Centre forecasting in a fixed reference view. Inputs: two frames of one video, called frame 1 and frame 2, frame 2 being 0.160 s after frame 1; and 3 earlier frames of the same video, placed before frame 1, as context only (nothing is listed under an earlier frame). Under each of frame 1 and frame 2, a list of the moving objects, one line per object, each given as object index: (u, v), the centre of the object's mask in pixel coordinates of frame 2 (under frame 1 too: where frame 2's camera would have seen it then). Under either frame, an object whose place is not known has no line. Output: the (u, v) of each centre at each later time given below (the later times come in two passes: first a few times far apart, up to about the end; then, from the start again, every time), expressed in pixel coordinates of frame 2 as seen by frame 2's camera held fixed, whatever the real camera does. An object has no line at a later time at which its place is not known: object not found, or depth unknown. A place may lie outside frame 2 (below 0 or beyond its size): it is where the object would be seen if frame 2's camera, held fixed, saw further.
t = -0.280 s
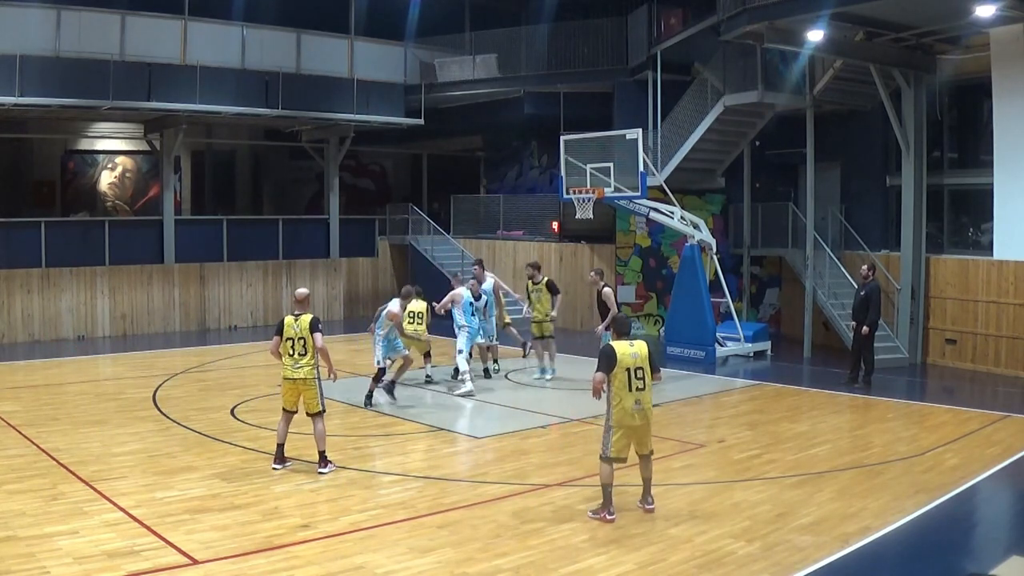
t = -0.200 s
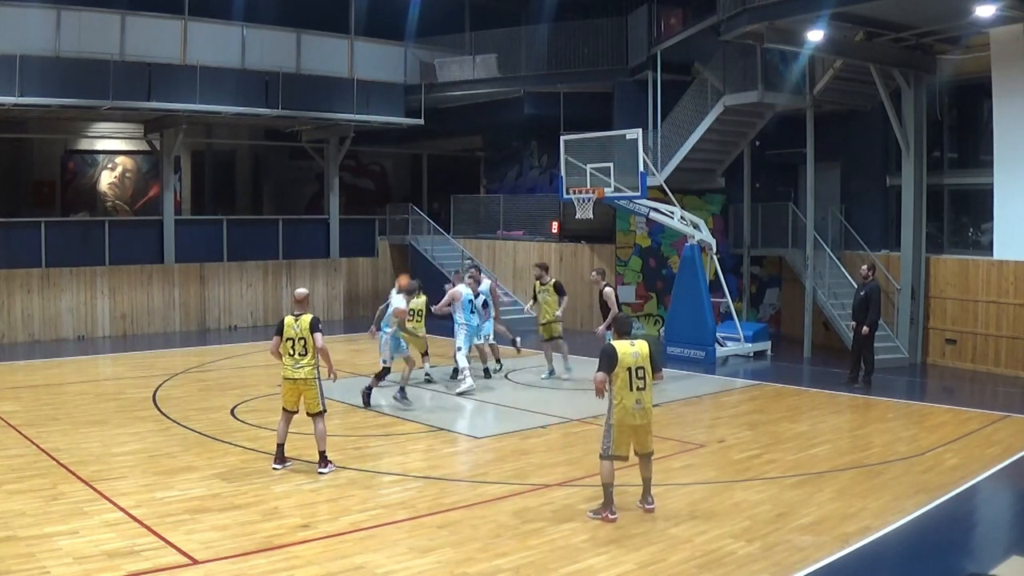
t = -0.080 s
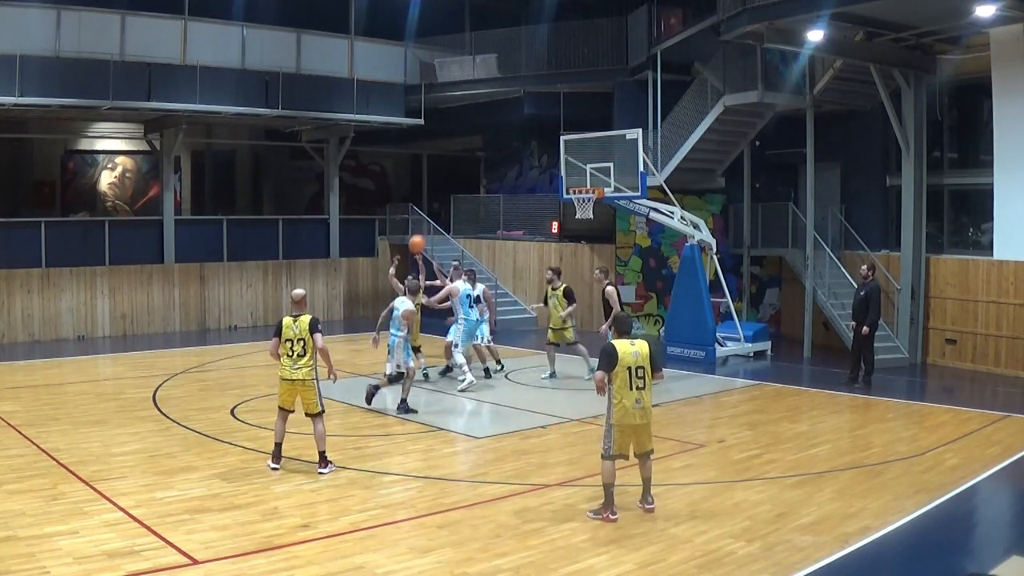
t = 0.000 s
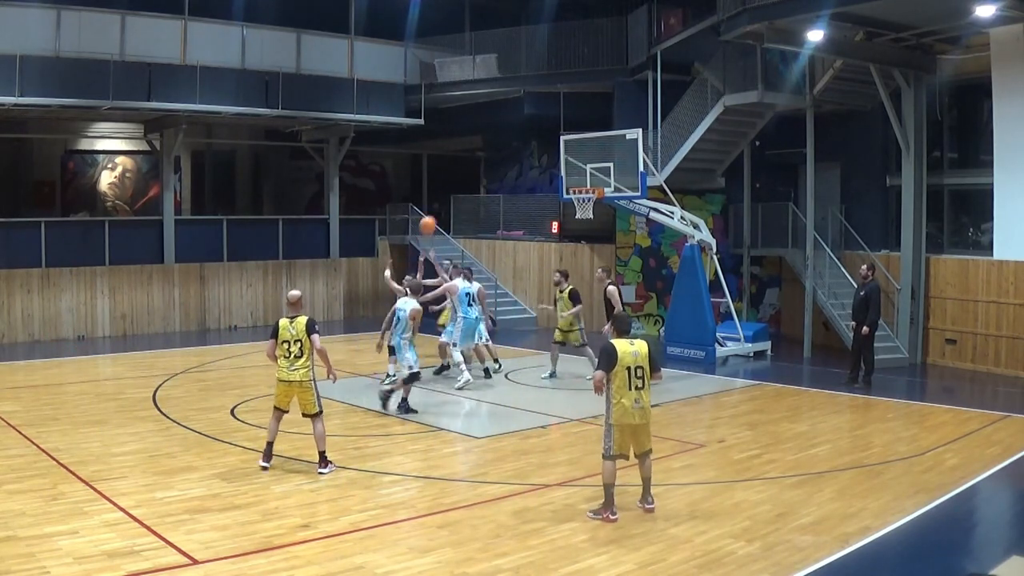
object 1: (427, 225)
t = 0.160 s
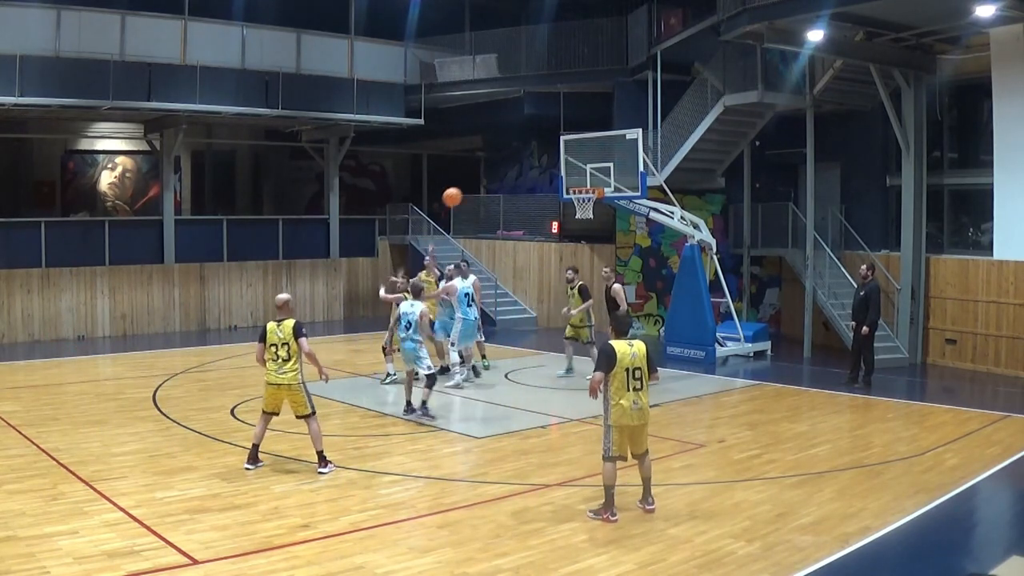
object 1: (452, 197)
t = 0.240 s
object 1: (466, 188)
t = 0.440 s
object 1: (506, 187)
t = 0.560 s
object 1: (535, 204)
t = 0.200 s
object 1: (459, 192)
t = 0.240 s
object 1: (466, 188)
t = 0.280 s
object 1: (474, 185)
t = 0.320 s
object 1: (481, 184)
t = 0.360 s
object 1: (489, 184)
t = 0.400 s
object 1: (497, 185)
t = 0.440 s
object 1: (506, 187)
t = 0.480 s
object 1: (515, 191)
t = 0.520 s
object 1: (524, 197)
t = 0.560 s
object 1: (535, 204)
